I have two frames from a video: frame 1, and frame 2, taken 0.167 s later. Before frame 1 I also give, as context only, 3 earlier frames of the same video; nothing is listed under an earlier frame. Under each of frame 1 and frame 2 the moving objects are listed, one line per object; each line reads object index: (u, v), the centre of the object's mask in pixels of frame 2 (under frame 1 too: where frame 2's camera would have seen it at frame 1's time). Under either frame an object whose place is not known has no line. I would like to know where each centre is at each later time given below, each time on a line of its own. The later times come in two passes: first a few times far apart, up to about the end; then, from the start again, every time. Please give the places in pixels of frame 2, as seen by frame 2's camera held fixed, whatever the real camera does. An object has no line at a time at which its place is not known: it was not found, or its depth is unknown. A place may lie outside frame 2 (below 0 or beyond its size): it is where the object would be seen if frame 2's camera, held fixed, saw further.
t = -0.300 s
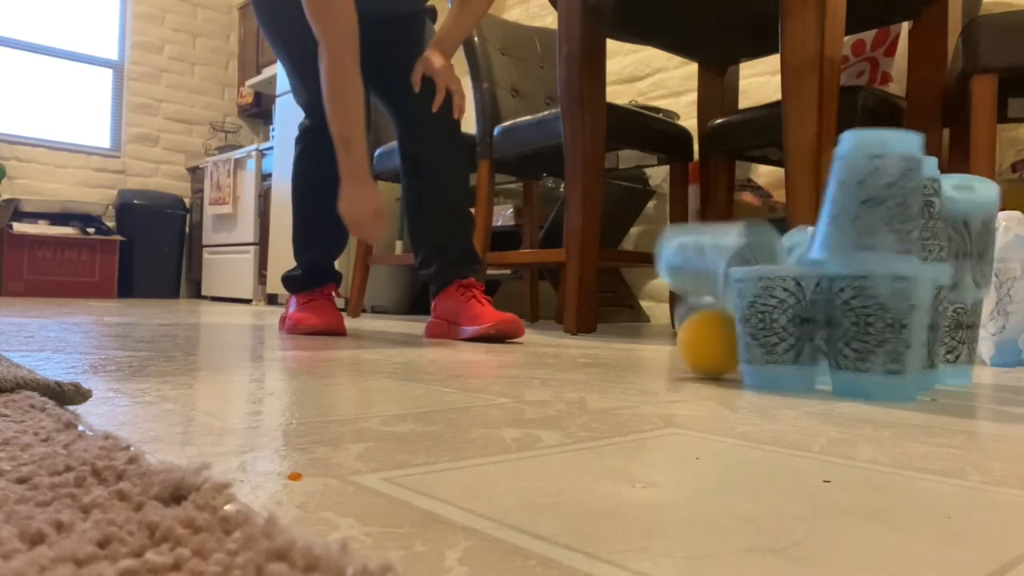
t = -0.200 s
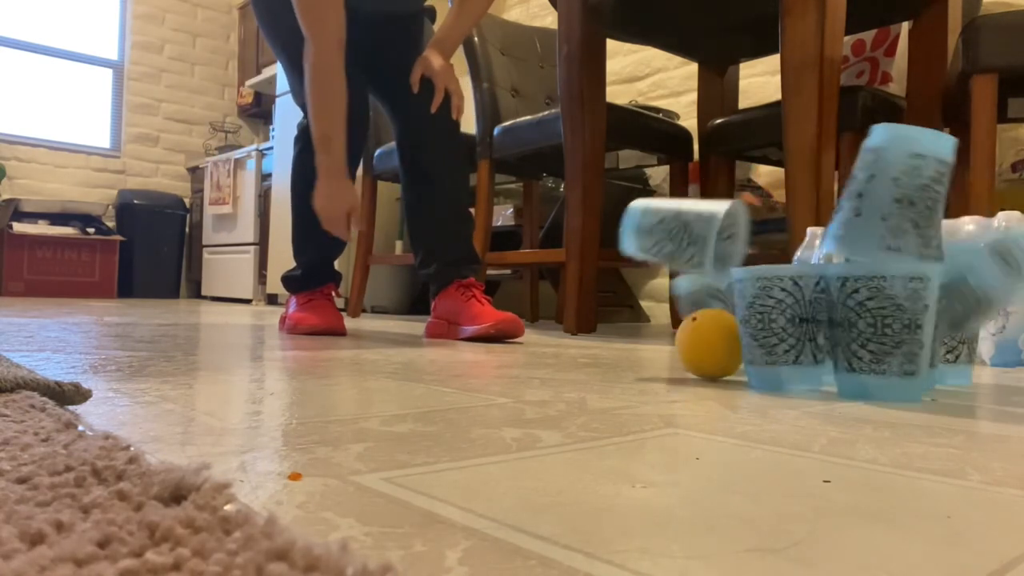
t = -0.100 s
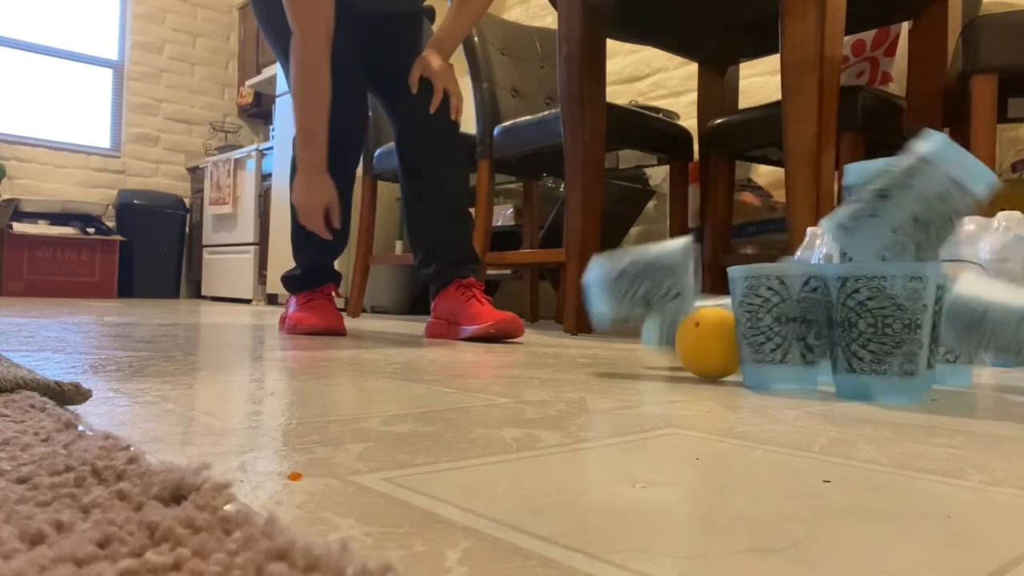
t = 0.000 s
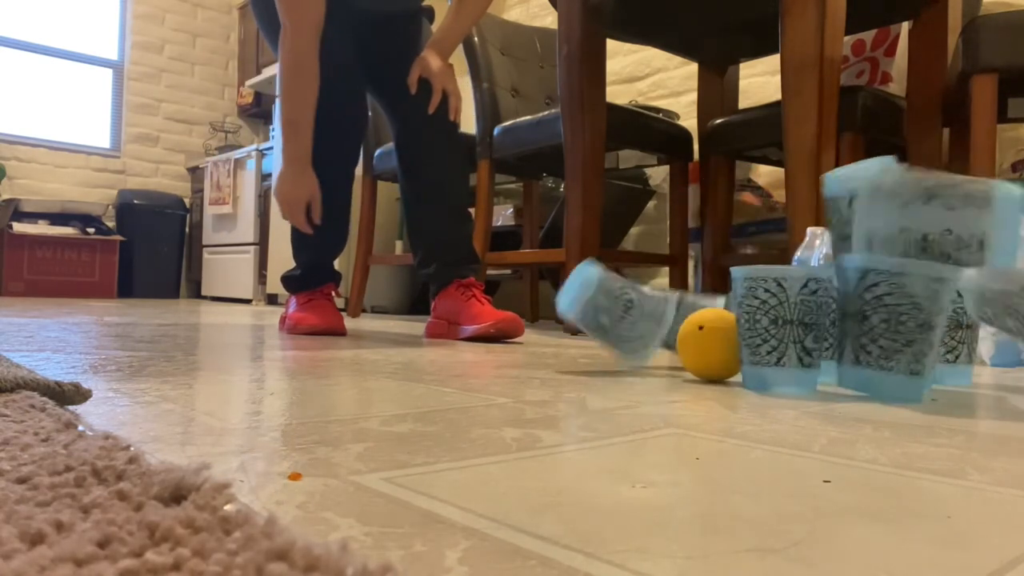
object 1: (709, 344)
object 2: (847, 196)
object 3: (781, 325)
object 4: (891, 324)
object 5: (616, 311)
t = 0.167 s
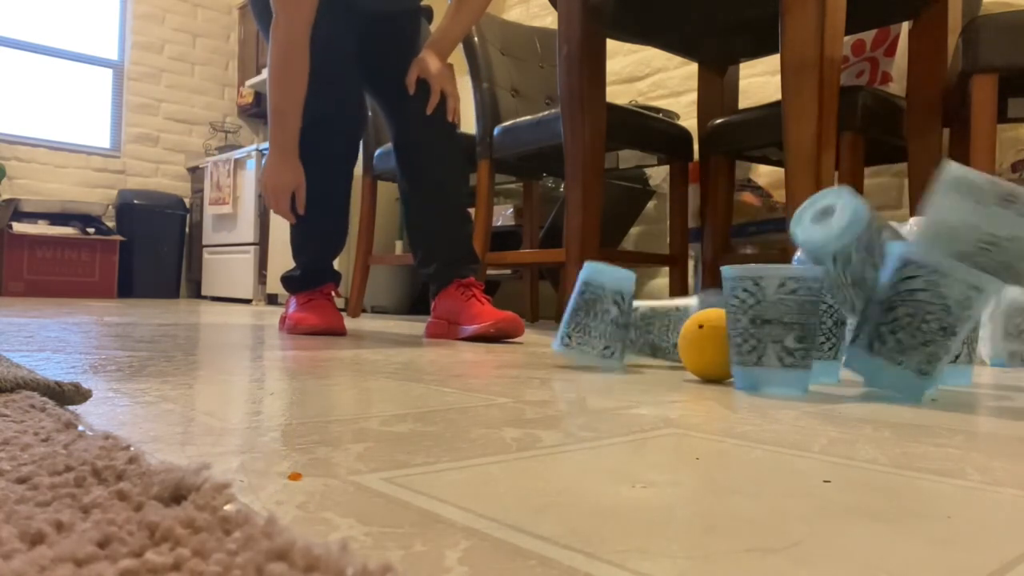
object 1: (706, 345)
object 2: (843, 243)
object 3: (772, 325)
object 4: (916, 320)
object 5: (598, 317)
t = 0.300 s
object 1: (697, 346)
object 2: (871, 276)
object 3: (756, 325)
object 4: (949, 338)
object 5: (587, 322)
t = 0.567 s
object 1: (697, 345)
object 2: (862, 327)
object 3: (754, 324)
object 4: (991, 362)
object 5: (570, 322)
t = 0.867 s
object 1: (694, 342)
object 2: (851, 345)
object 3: (754, 324)
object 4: (995, 366)
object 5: (580, 324)
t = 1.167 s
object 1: (689, 341)
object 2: (850, 346)
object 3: (753, 324)
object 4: (988, 366)
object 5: (580, 324)
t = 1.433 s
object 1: (680, 339)
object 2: (850, 346)
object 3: (753, 324)
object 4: (979, 367)
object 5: (580, 324)
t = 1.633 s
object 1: (667, 338)
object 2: (850, 346)
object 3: (753, 324)
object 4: (970, 367)
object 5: (580, 324)
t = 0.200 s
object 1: (704, 345)
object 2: (850, 253)
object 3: (768, 325)
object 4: (926, 323)
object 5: (596, 316)
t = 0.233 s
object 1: (701, 345)
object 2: (857, 260)
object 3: (763, 325)
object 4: (935, 326)
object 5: (594, 318)
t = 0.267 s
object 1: (698, 345)
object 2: (865, 265)
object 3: (758, 325)
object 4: (946, 330)
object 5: (591, 320)
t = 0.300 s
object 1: (697, 346)
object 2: (871, 276)
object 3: (756, 325)
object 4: (949, 338)
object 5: (587, 322)
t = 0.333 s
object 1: (697, 346)
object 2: (872, 285)
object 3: (756, 325)
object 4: (956, 353)
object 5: (581, 320)
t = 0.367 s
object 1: (696, 347)
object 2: (869, 287)
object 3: (752, 323)
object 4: (965, 349)
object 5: (576, 322)
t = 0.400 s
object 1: (695, 347)
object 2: (867, 296)
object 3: (751, 323)
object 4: (972, 351)
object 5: (573, 322)
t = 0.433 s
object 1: (695, 347)
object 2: (869, 315)
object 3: (752, 322)
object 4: (976, 357)
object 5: (571, 322)
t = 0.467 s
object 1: (695, 346)
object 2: (871, 342)
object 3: (753, 324)
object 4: (983, 358)
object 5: (569, 322)
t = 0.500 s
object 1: (696, 346)
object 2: (869, 332)
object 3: (754, 324)
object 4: (986, 359)
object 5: (568, 323)
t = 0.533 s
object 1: (696, 345)
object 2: (865, 327)
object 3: (754, 324)
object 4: (990, 360)
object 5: (569, 322)
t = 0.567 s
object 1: (697, 345)
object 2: (862, 327)
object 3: (754, 324)
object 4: (991, 362)
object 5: (570, 322)
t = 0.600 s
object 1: (697, 344)
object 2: (859, 331)
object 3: (754, 324)
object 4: (994, 364)
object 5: (572, 323)
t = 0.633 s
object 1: (696, 344)
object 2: (858, 338)
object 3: (754, 324)
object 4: (995, 364)
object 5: (575, 322)
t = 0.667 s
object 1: (696, 344)
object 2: (854, 340)
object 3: (754, 324)
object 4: (996, 364)
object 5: (577, 323)
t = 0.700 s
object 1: (696, 344)
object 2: (853, 338)
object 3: (753, 324)
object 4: (996, 364)
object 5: (579, 323)
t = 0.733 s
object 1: (696, 343)
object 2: (854, 338)
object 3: (753, 324)
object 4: (996, 364)
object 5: (581, 324)
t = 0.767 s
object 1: (695, 343)
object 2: (852, 342)
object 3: (754, 324)
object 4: (996, 365)
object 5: (582, 323)
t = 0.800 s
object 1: (695, 343)
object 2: (852, 341)
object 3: (754, 324)
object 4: (995, 365)
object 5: (582, 324)
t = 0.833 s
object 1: (694, 342)
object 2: (852, 341)
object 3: (754, 324)
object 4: (995, 365)
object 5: (581, 324)
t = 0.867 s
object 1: (694, 342)
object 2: (851, 345)
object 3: (754, 324)
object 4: (995, 366)
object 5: (580, 324)
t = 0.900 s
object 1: (693, 342)
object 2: (851, 343)
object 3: (754, 324)
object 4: (995, 366)
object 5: (580, 324)
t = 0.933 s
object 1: (693, 342)
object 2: (851, 346)
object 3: (754, 324)
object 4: (994, 366)
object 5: (580, 324)
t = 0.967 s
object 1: (693, 342)
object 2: (850, 346)
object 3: (753, 324)
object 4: (993, 366)
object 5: (580, 324)
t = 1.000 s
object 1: (692, 341)
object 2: (851, 346)
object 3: (753, 324)
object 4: (993, 366)
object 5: (580, 324)
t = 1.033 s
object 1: (692, 341)
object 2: (850, 346)
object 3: (753, 324)
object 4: (992, 366)
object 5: (580, 324)
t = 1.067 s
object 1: (691, 341)
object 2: (851, 346)
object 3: (753, 324)
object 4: (991, 365)
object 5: (580, 324)
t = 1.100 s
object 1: (691, 341)
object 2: (850, 346)
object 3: (753, 324)
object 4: (990, 366)
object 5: (580, 324)
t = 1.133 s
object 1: (690, 341)
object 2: (850, 346)
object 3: (753, 324)
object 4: (988, 365)
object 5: (580, 324)
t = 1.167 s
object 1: (689, 341)
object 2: (850, 346)
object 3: (753, 324)
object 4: (988, 366)
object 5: (580, 324)
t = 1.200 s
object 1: (689, 341)
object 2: (850, 346)
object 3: (753, 324)
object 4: (987, 366)
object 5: (580, 324)
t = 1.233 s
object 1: (688, 341)
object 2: (850, 346)
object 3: (753, 324)
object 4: (986, 365)
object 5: (580, 324)
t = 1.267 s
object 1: (687, 341)
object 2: (850, 346)
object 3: (753, 324)
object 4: (985, 366)
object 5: (580, 324)
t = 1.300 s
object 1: (686, 341)
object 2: (850, 346)
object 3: (753, 324)
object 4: (984, 365)
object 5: (580, 324)
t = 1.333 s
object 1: (685, 341)
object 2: (850, 346)
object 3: (753, 325)
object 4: (983, 366)
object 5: (580, 324)
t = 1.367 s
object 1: (683, 340)
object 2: (850, 346)
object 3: (753, 324)
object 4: (981, 366)
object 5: (580, 324)
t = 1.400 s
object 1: (682, 340)
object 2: (850, 346)
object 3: (753, 324)
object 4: (980, 367)
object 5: (580, 324)
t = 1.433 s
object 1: (680, 339)
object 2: (850, 346)
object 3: (753, 324)
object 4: (979, 367)
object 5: (580, 324)
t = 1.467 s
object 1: (678, 339)
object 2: (850, 346)
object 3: (753, 324)
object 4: (977, 366)
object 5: (580, 324)
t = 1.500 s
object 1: (675, 339)
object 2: (850, 346)
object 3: (753, 324)
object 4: (976, 366)
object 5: (580, 324)
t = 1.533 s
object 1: (673, 338)
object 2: (850, 346)
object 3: (753, 324)
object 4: (975, 367)
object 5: (580, 324)
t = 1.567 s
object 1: (671, 338)
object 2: (850, 346)
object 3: (753, 324)
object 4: (973, 367)
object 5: (580, 324)
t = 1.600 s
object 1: (669, 338)
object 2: (851, 346)
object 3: (753, 324)
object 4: (972, 367)
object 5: (580, 324)
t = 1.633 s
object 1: (667, 338)
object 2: (850, 346)
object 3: (753, 324)
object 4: (970, 367)
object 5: (580, 324)
